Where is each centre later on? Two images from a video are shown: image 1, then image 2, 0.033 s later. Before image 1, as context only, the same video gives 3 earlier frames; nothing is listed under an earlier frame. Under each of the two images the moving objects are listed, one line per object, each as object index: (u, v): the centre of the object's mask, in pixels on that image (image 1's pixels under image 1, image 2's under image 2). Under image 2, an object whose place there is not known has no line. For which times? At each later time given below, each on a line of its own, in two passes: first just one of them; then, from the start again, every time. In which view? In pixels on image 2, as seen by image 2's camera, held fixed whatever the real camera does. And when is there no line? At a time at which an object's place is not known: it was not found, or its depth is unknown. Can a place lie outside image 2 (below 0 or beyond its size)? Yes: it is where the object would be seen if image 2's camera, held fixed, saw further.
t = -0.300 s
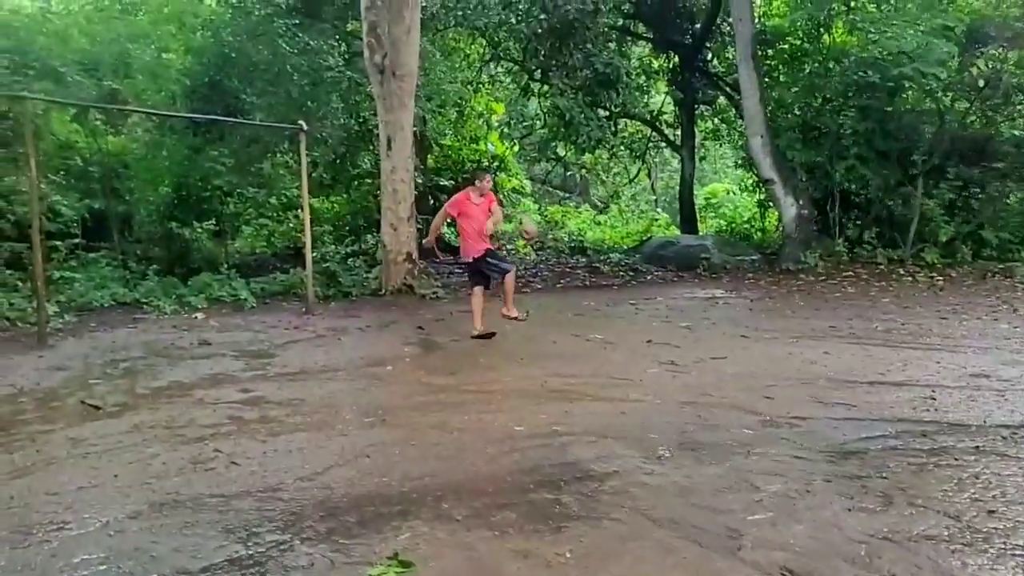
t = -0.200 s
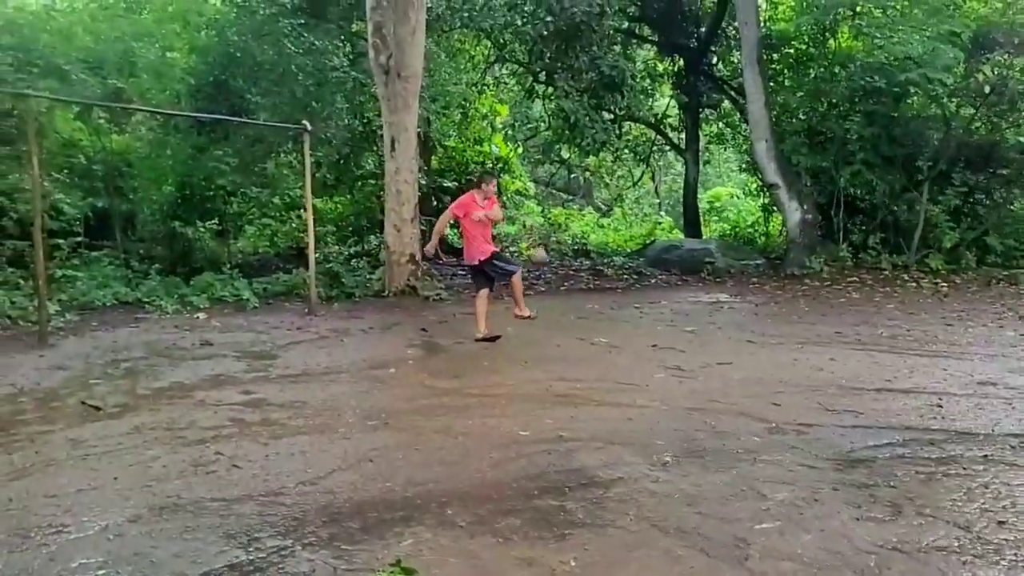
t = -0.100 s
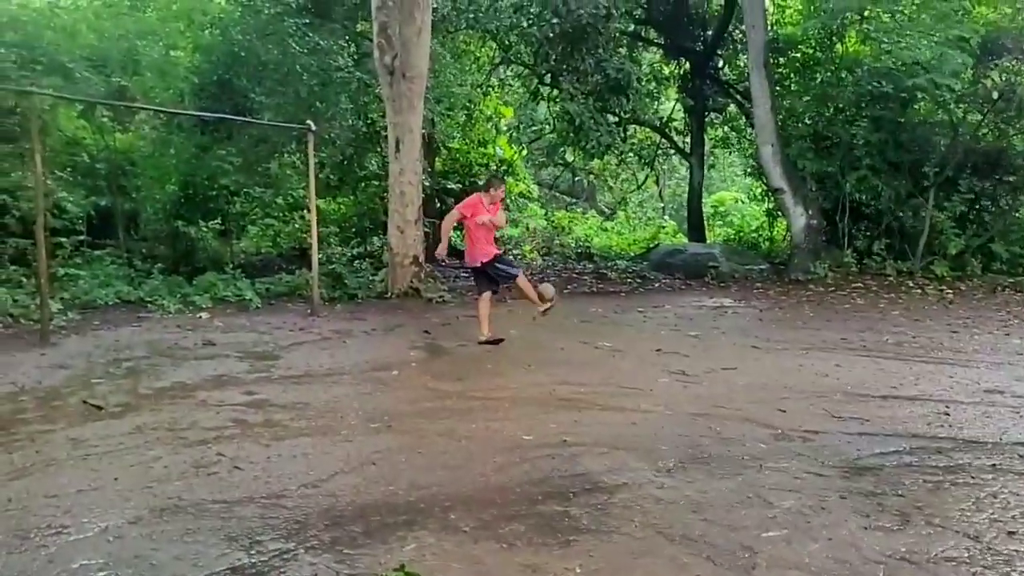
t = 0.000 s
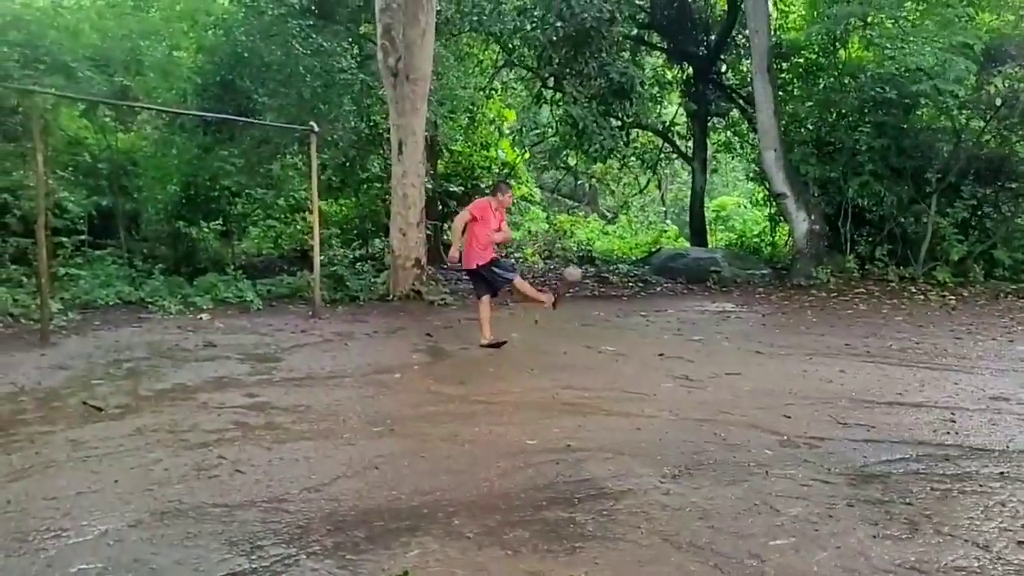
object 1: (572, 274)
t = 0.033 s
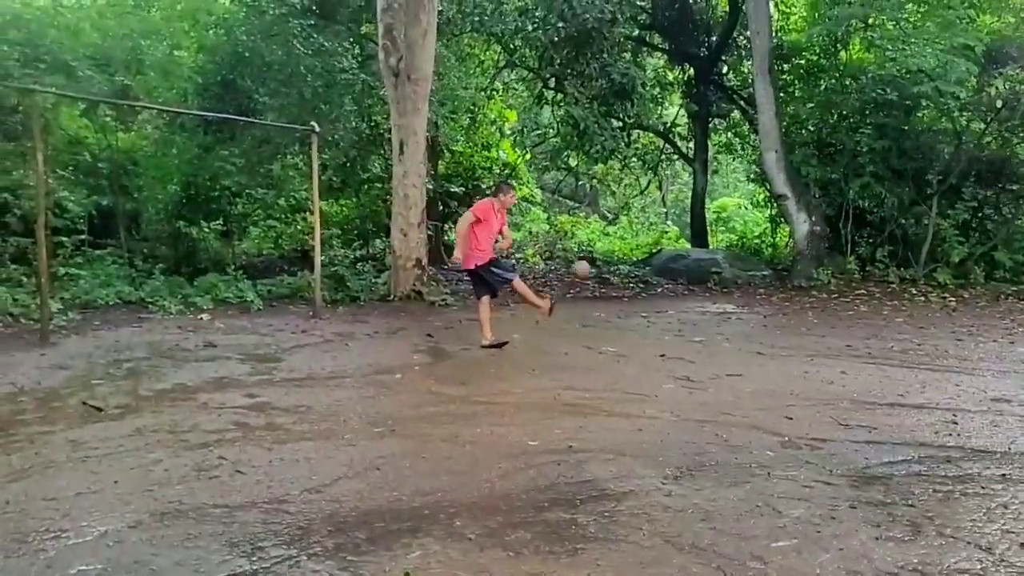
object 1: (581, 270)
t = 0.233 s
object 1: (633, 255)
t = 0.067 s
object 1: (591, 264)
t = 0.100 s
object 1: (599, 260)
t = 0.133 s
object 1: (607, 258)
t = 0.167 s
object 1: (617, 256)
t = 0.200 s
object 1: (626, 256)
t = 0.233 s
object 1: (633, 255)
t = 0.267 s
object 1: (641, 257)
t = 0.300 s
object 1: (652, 261)
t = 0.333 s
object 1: (661, 265)
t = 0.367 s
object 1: (670, 270)
